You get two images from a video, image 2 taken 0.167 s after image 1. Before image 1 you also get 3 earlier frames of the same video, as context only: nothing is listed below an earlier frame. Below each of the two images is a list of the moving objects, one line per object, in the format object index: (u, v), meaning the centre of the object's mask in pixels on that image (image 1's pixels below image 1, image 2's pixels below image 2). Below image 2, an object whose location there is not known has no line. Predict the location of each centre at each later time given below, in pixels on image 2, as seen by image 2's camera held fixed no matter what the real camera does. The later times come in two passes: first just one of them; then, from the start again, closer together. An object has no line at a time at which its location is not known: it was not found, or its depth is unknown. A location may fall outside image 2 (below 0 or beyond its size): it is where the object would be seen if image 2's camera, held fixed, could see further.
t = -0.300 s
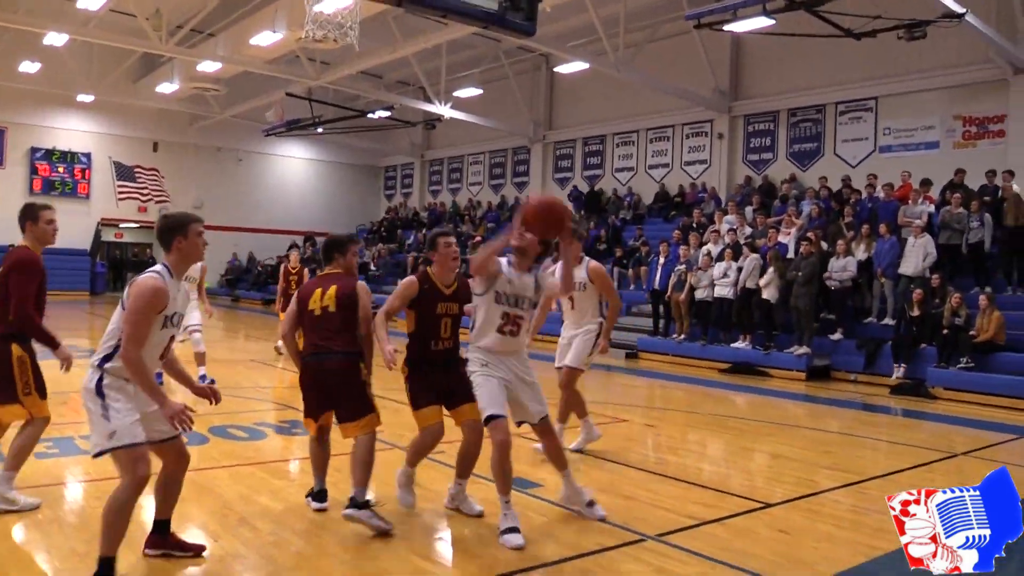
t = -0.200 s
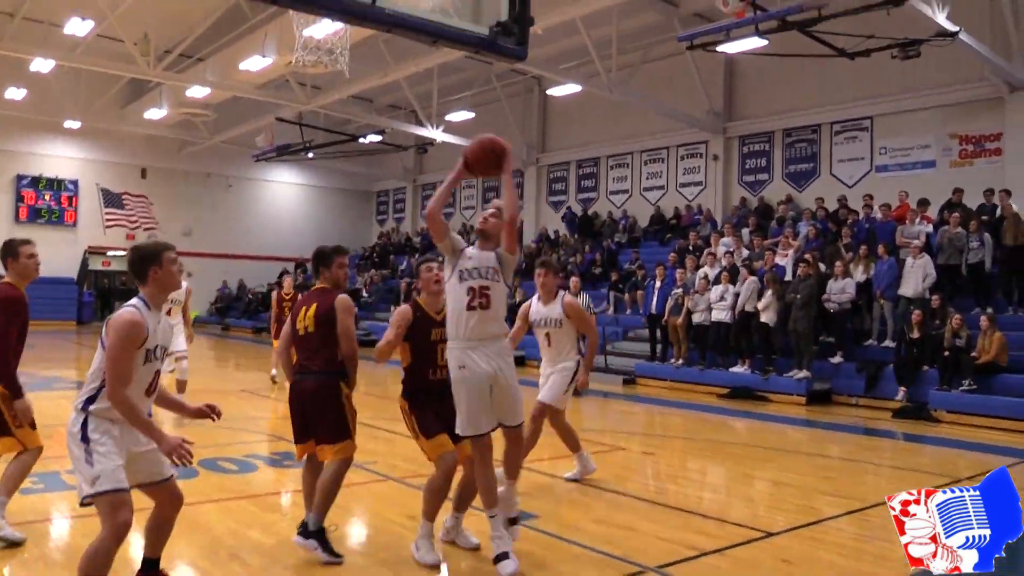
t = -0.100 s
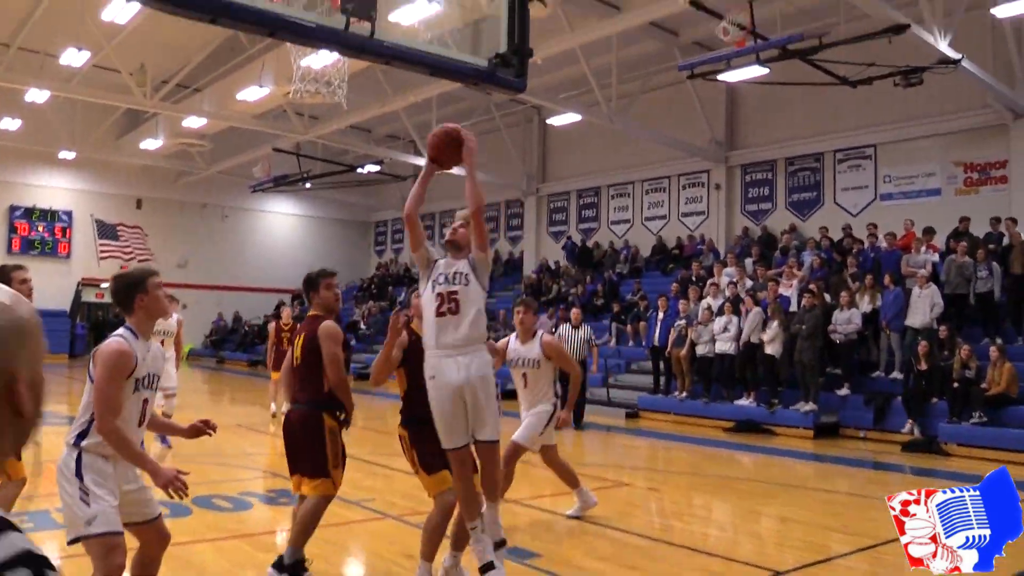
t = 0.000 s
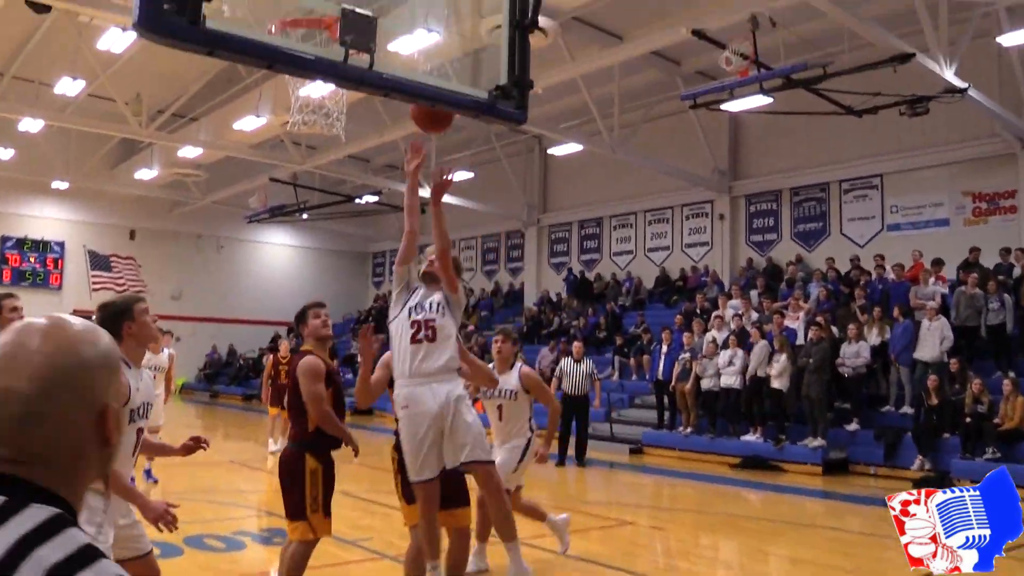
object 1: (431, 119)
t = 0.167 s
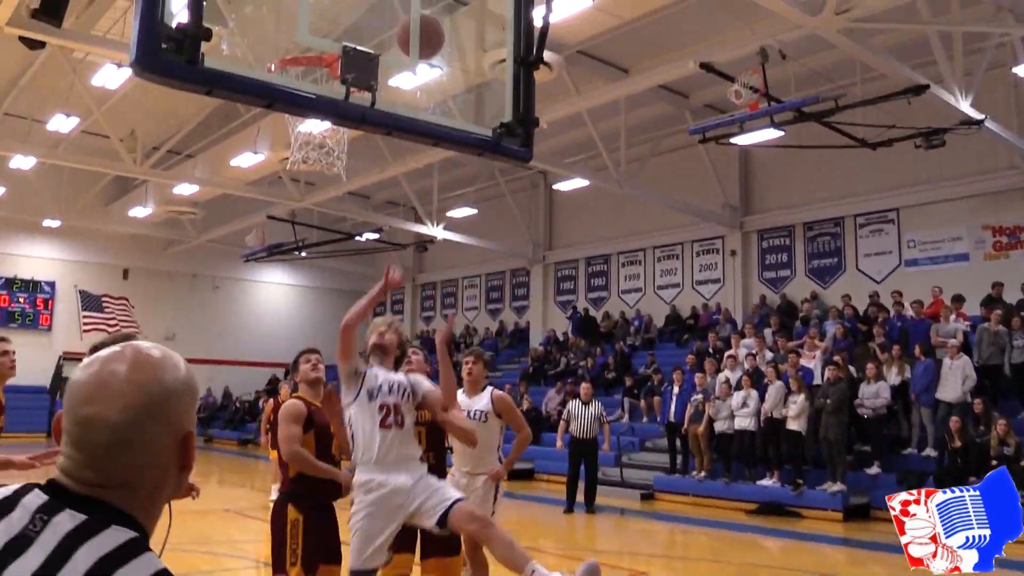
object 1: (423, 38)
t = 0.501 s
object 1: (289, 121)
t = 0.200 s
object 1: (407, 32)
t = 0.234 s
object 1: (391, 34)
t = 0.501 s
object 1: (289, 121)
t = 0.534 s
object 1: (295, 129)
